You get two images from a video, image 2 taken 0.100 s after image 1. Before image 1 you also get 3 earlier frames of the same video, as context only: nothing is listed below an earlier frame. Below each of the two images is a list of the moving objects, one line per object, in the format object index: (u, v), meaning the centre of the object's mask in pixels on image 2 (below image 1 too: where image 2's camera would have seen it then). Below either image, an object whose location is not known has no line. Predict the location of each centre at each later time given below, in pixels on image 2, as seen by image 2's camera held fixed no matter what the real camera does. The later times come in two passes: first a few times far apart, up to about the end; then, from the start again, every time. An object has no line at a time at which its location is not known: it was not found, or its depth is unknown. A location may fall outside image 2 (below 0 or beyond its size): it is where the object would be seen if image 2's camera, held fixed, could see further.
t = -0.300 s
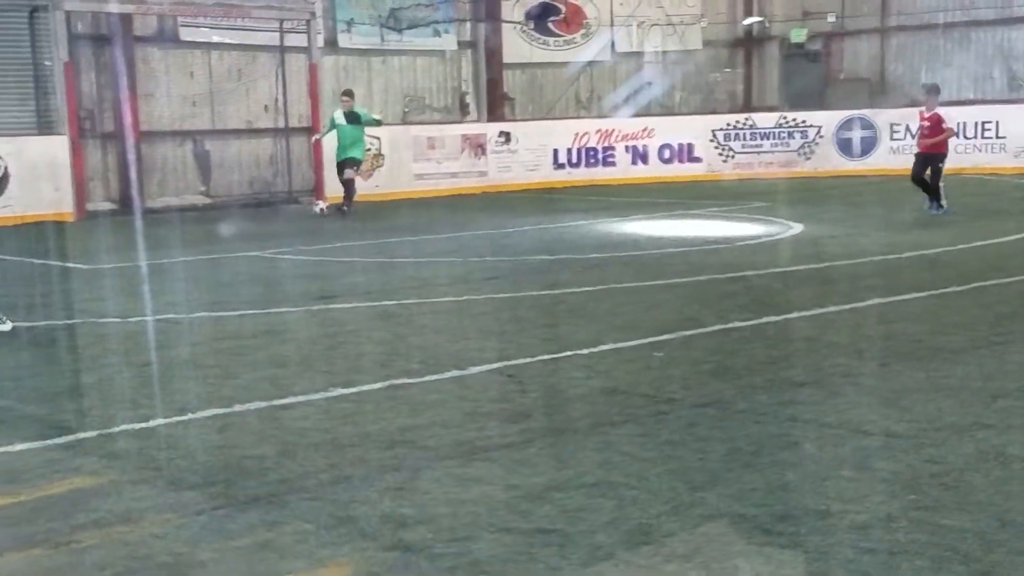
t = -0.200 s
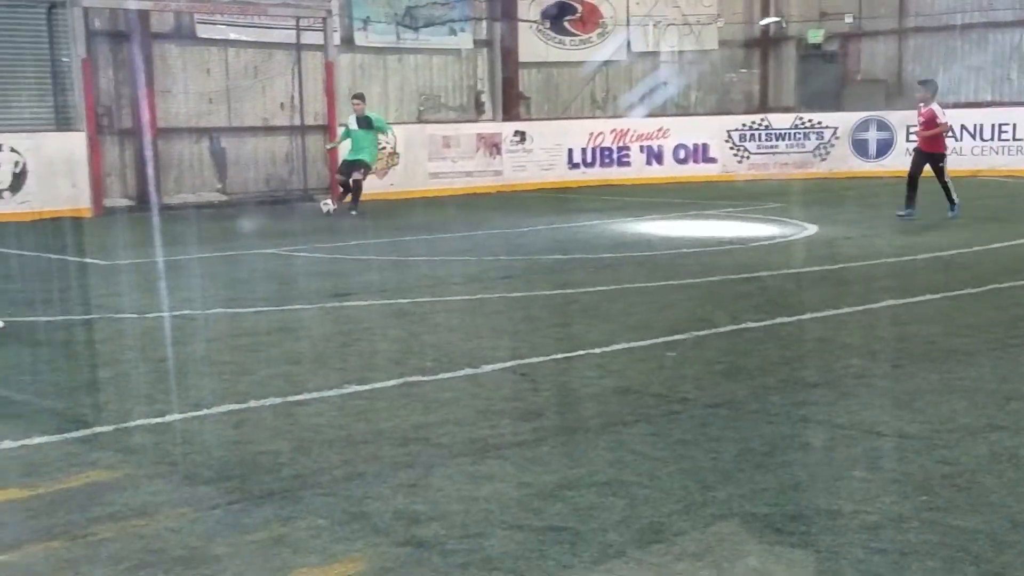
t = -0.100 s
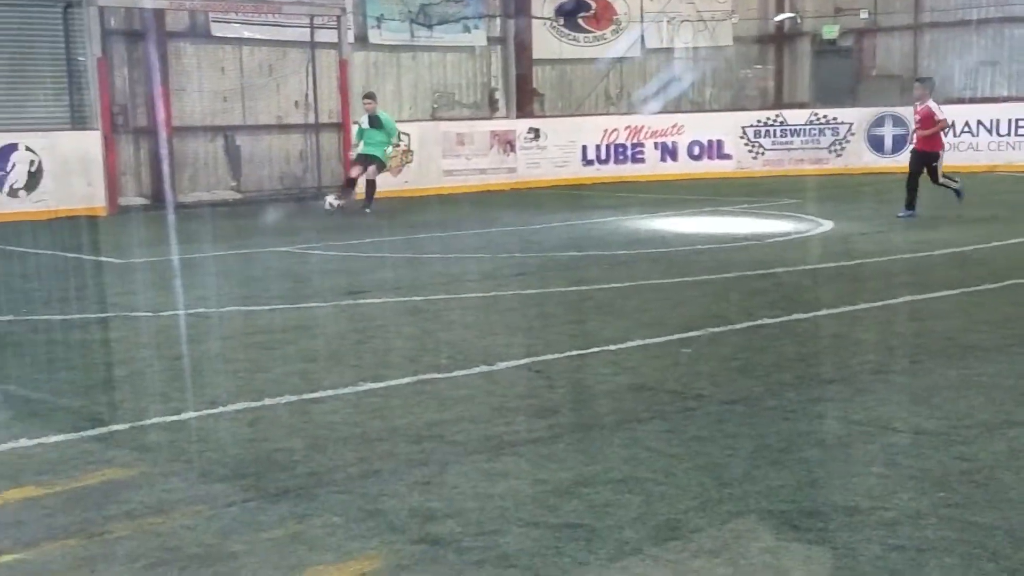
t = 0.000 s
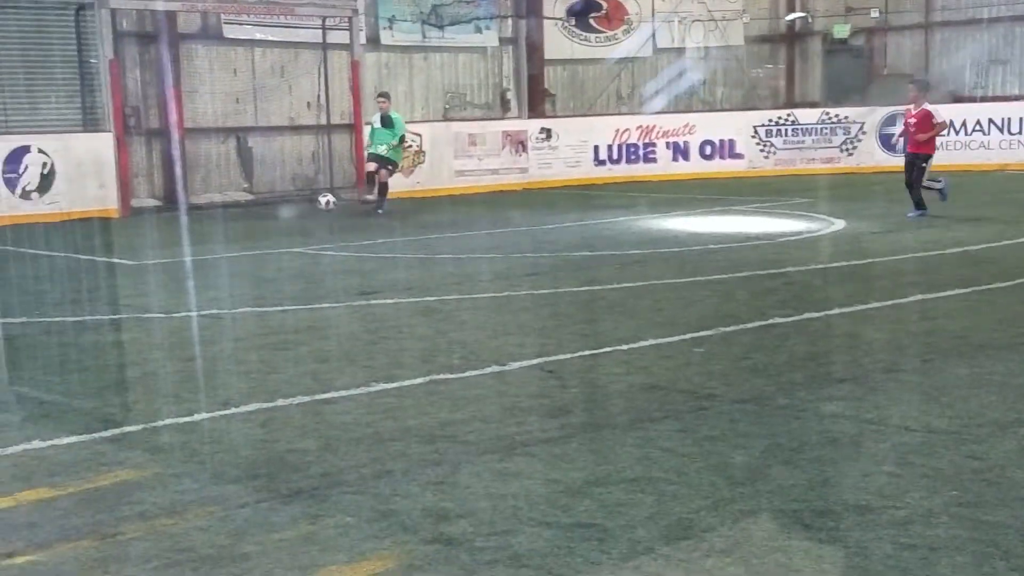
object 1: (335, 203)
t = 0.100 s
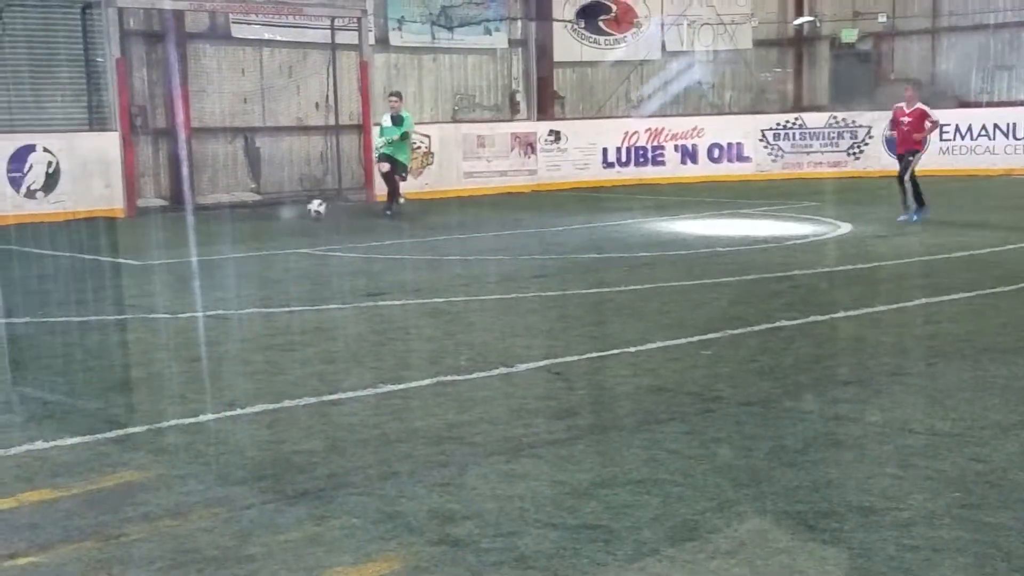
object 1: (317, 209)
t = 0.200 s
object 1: (297, 226)
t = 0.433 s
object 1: (244, 241)
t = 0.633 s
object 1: (191, 271)
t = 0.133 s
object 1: (310, 212)
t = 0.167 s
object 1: (304, 218)
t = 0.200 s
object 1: (297, 226)
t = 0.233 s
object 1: (289, 236)
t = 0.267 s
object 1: (283, 236)
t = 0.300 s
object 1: (275, 235)
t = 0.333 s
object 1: (267, 234)
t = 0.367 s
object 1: (260, 235)
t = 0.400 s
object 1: (253, 237)
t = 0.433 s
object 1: (244, 241)
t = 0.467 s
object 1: (234, 247)
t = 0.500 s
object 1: (226, 253)
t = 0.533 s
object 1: (217, 261)
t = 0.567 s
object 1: (208, 269)
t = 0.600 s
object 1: (199, 269)
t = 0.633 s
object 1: (191, 271)
